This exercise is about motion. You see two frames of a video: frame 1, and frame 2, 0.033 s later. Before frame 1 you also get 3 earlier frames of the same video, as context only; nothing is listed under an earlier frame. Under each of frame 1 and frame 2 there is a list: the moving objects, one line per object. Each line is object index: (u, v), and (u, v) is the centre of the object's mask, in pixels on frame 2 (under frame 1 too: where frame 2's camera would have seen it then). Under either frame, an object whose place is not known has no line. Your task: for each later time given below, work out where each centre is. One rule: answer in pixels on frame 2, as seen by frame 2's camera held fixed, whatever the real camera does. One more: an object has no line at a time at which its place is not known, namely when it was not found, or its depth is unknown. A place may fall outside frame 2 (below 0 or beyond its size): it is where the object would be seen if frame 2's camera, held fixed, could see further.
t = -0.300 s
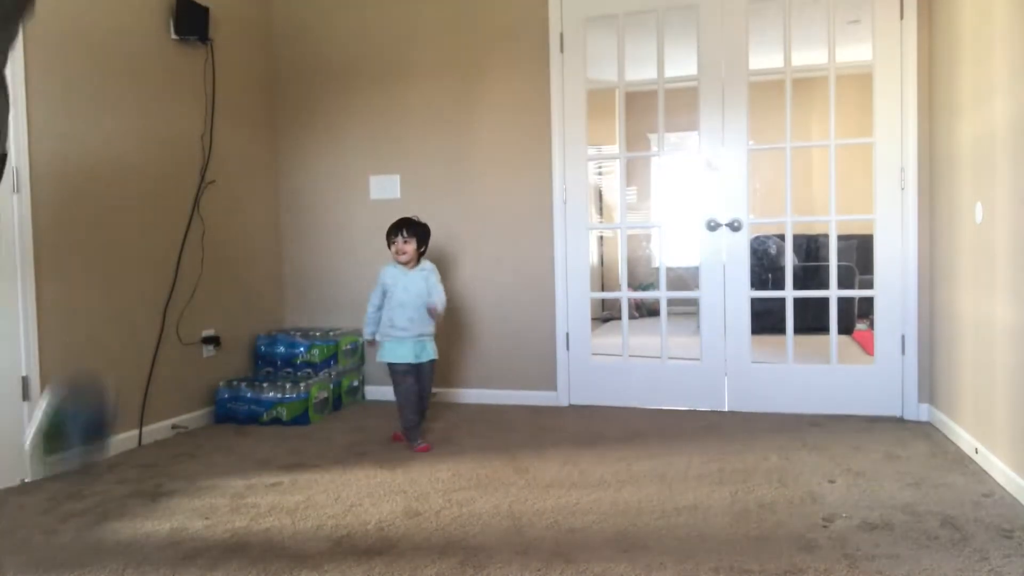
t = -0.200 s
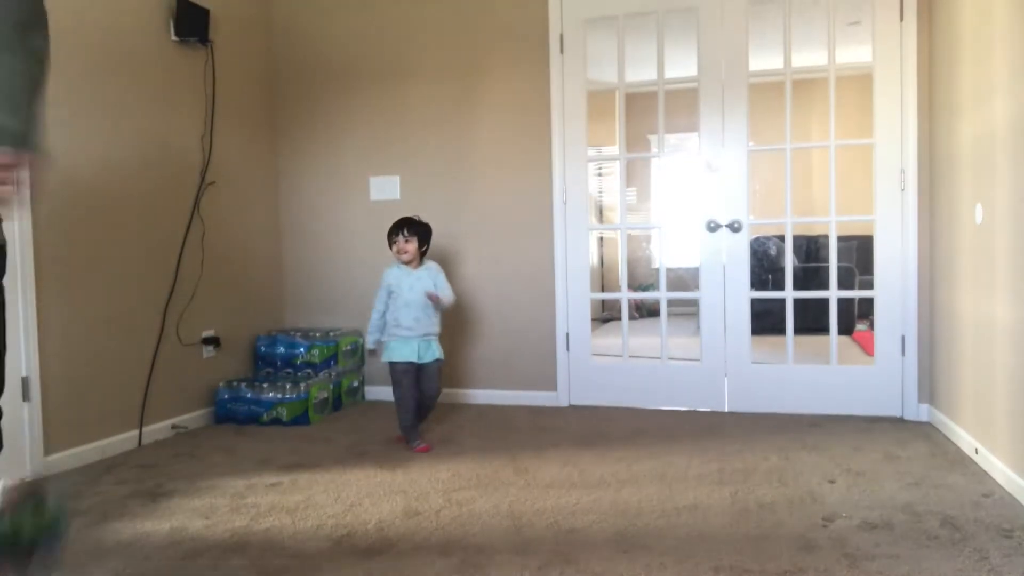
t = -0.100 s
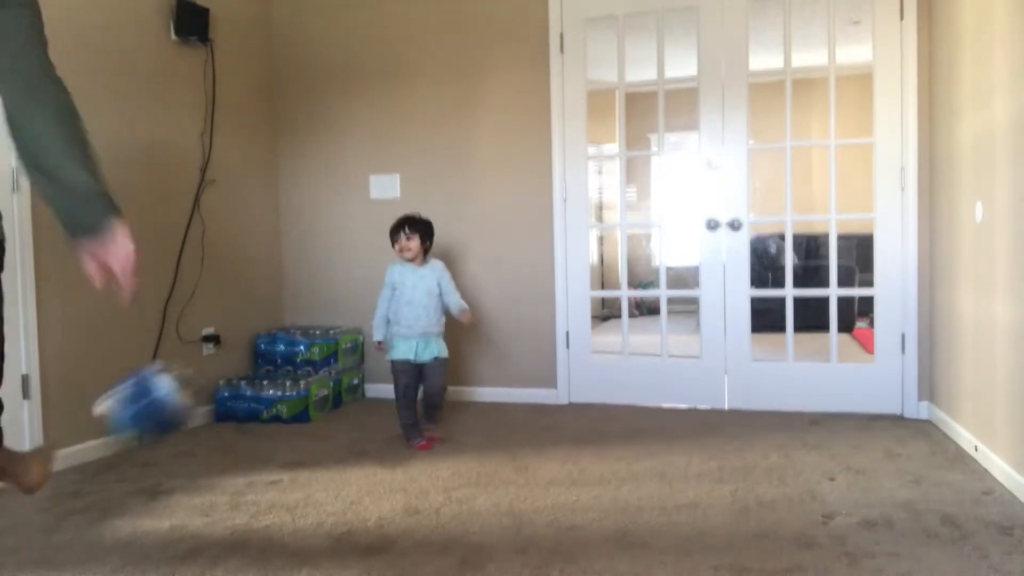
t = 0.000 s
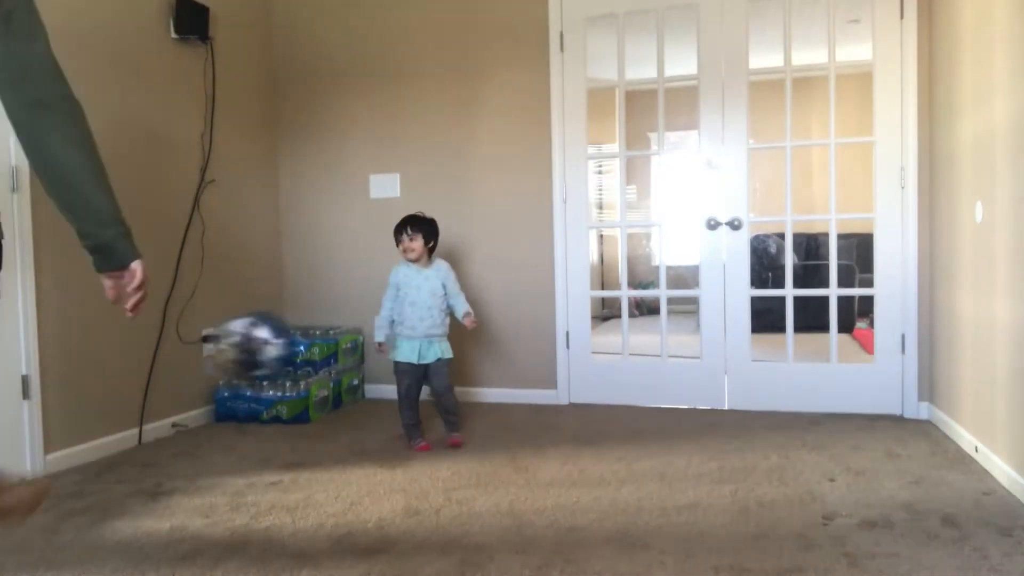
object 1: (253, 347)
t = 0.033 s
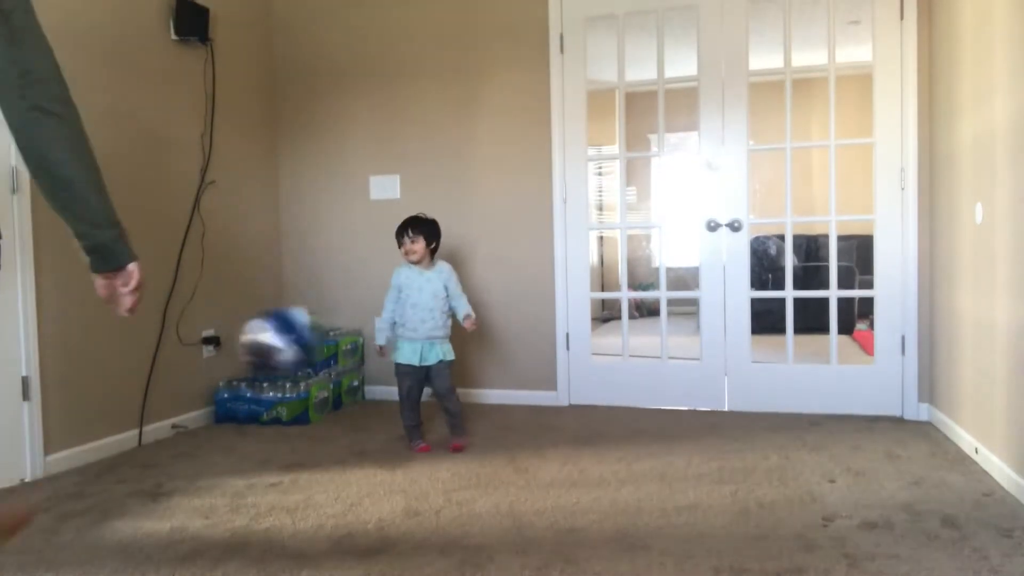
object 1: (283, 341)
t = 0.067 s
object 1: (315, 336)
